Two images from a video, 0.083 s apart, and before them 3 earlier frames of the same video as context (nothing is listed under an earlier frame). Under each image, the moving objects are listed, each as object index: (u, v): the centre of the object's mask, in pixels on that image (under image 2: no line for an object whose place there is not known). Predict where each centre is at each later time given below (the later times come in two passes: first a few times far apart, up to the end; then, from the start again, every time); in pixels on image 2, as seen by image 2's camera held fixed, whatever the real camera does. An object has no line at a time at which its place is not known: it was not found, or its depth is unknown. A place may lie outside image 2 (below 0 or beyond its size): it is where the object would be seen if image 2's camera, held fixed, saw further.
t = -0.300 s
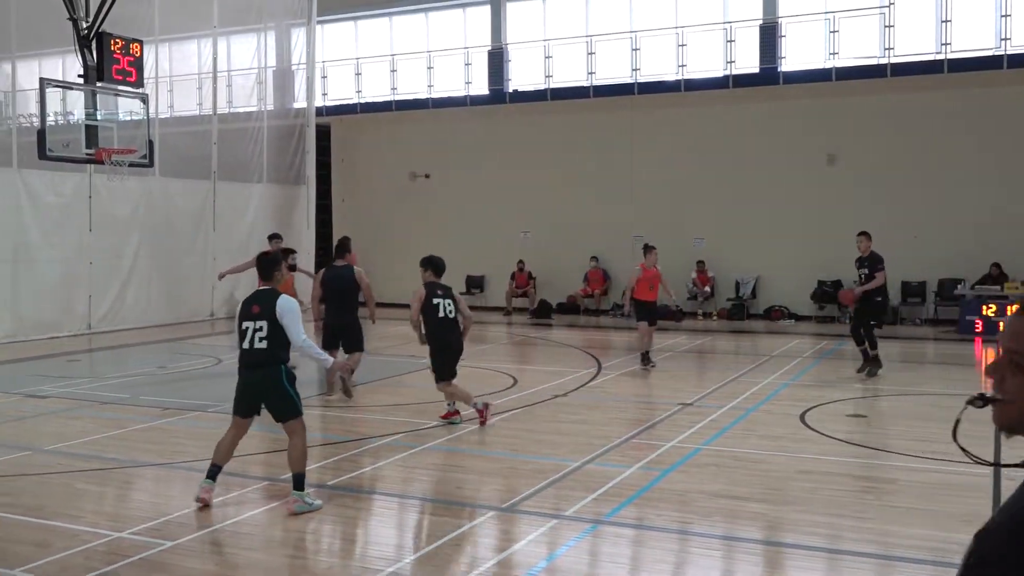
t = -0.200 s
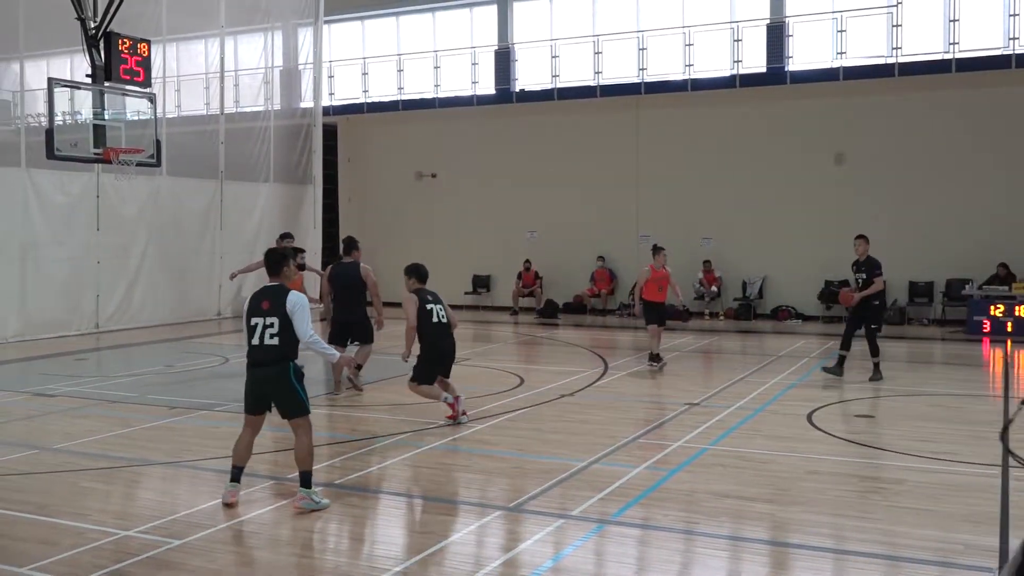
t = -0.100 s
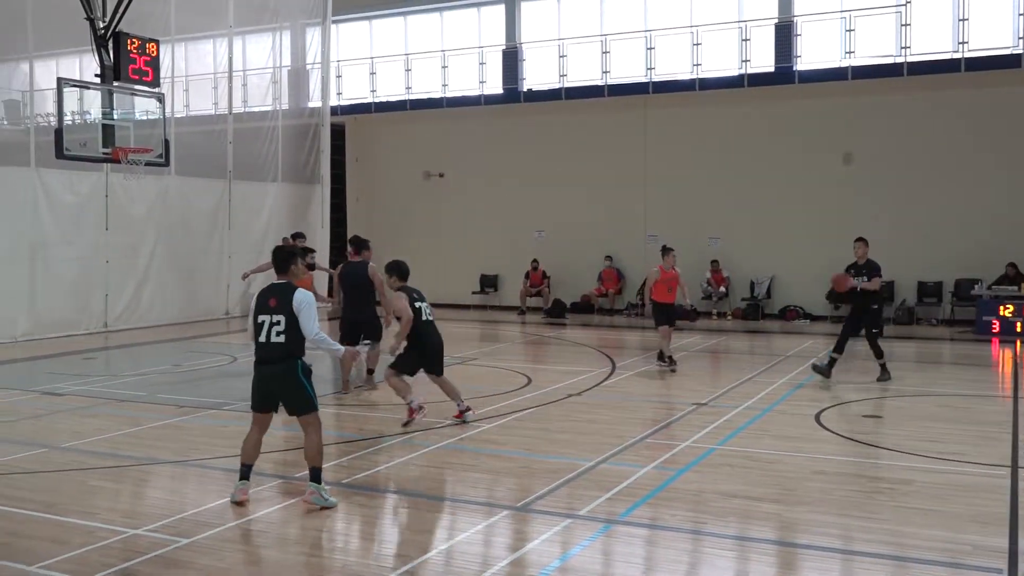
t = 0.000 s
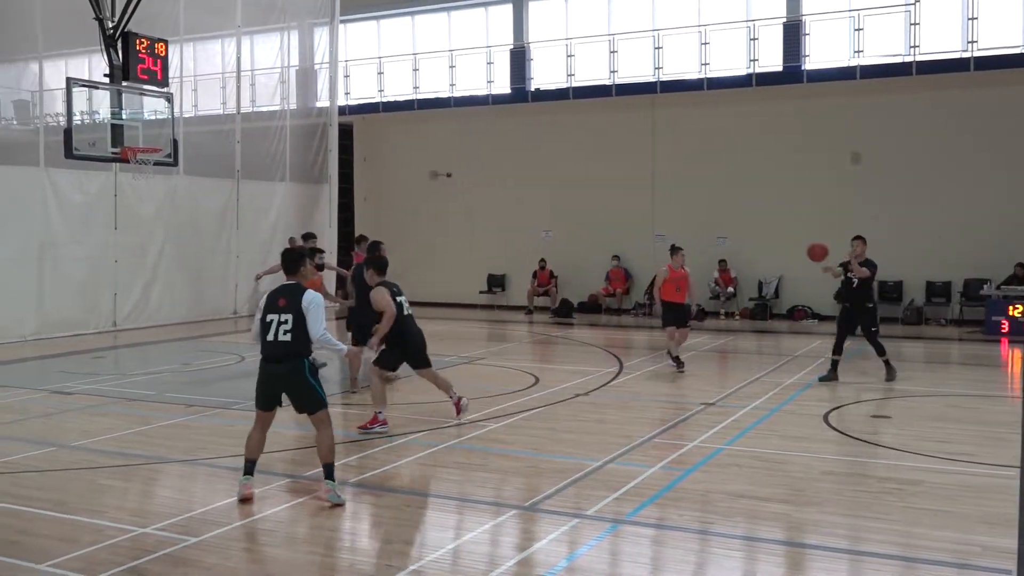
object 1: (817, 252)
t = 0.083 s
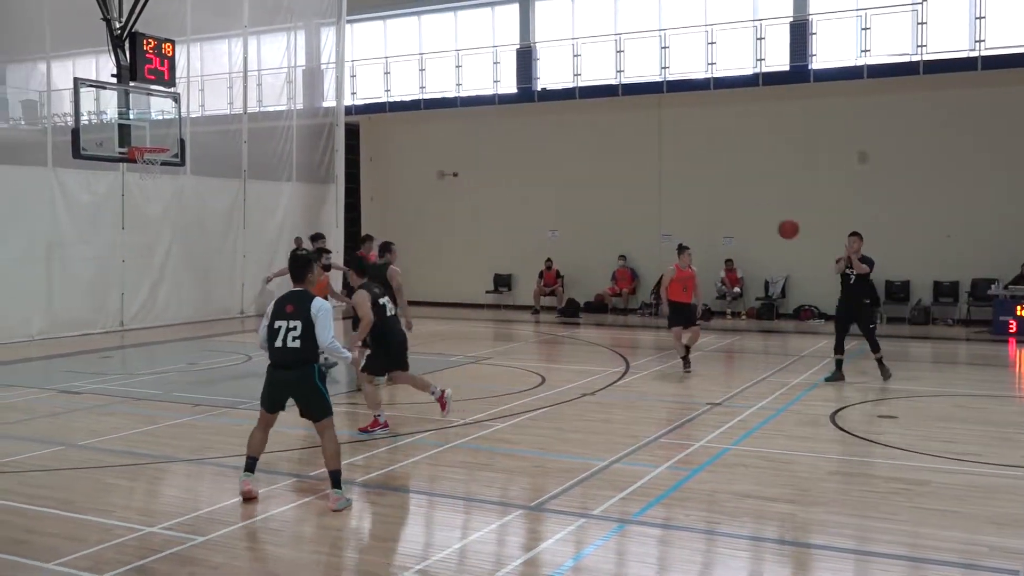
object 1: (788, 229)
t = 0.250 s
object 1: (707, 196)
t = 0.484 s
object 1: (564, 186)
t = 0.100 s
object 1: (781, 225)
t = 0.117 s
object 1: (773, 221)
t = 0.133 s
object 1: (765, 218)
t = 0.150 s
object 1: (758, 214)
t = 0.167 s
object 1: (749, 211)
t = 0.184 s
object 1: (741, 207)
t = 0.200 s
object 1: (732, 204)
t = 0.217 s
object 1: (724, 201)
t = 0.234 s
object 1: (715, 198)
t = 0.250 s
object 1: (707, 196)
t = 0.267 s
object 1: (698, 193)
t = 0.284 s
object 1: (688, 191)
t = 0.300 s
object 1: (679, 190)
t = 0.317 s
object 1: (669, 188)
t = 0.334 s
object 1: (660, 186)
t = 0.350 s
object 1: (649, 185)
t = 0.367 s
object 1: (640, 184)
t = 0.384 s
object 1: (630, 184)
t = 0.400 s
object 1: (619, 183)
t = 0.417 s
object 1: (609, 183)
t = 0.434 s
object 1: (598, 183)
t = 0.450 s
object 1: (586, 184)
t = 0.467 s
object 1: (576, 184)
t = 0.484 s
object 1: (564, 186)
